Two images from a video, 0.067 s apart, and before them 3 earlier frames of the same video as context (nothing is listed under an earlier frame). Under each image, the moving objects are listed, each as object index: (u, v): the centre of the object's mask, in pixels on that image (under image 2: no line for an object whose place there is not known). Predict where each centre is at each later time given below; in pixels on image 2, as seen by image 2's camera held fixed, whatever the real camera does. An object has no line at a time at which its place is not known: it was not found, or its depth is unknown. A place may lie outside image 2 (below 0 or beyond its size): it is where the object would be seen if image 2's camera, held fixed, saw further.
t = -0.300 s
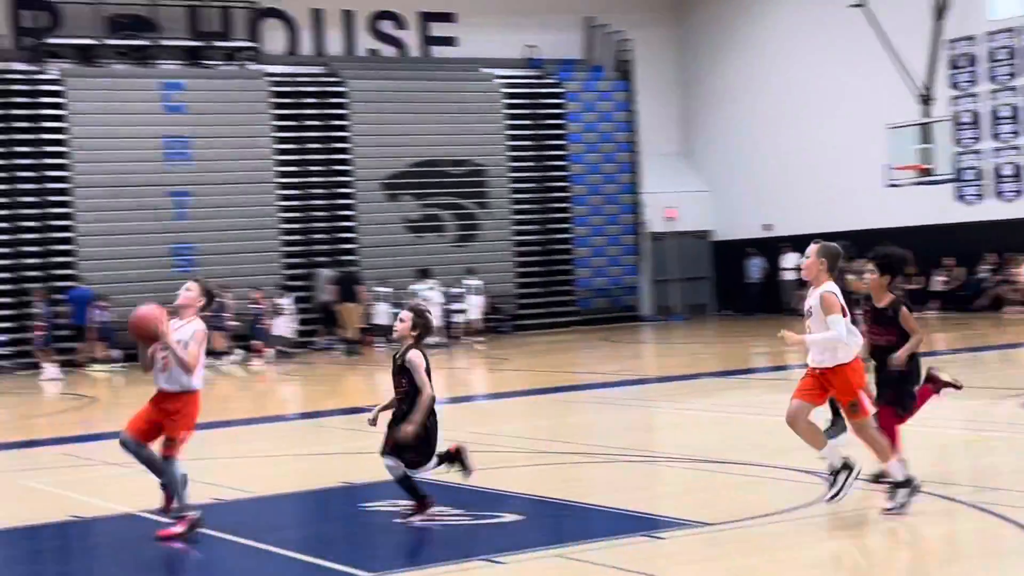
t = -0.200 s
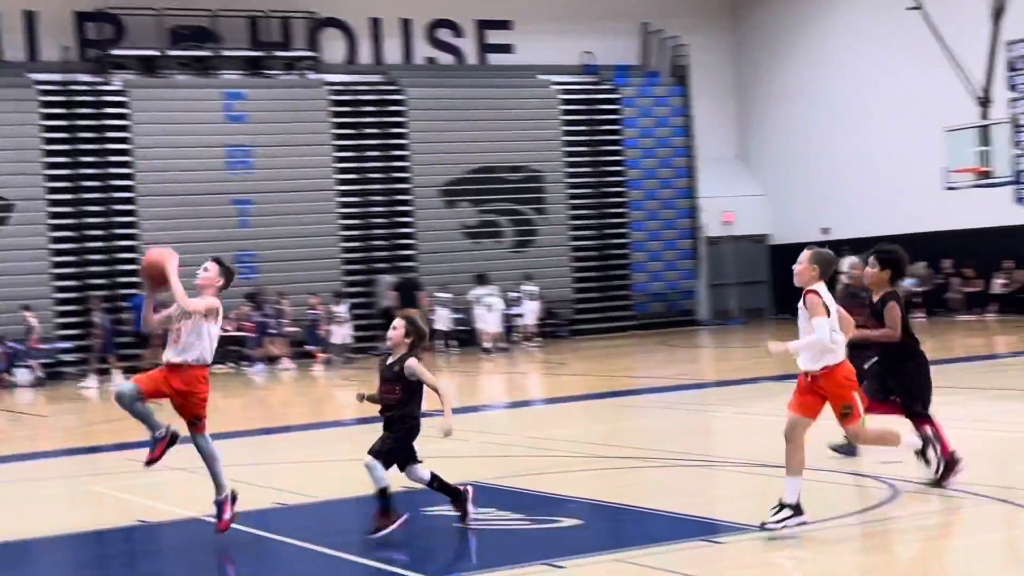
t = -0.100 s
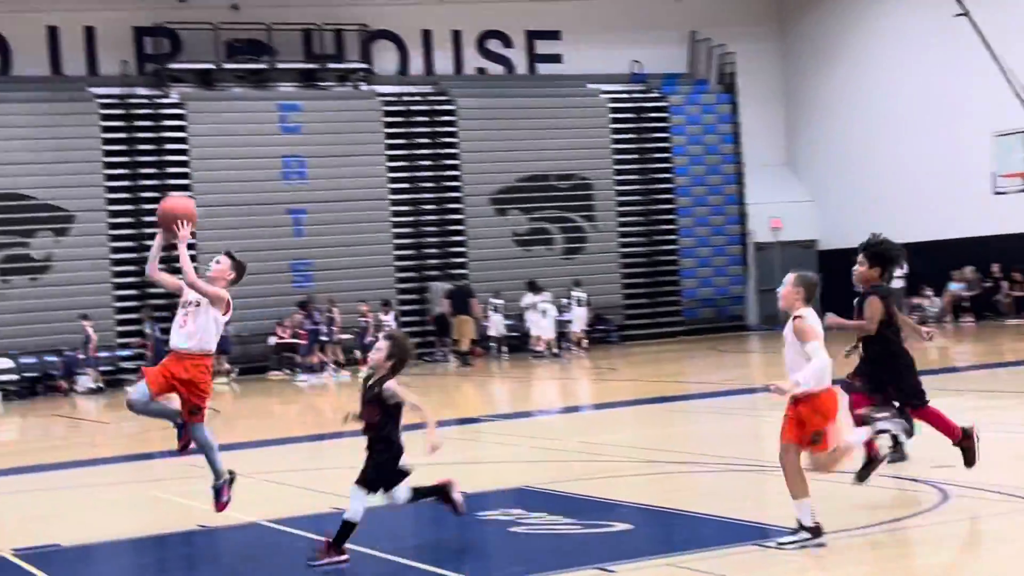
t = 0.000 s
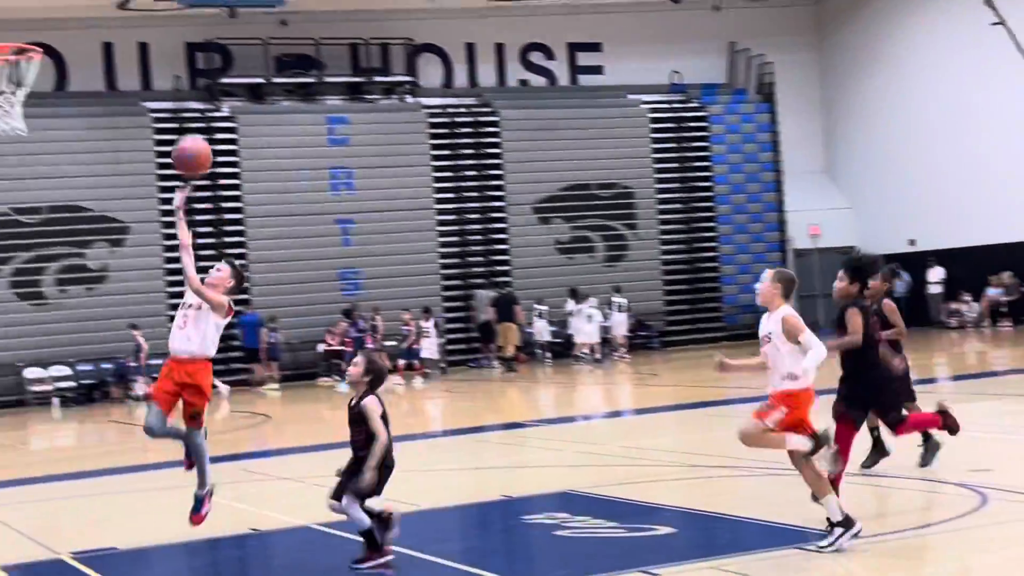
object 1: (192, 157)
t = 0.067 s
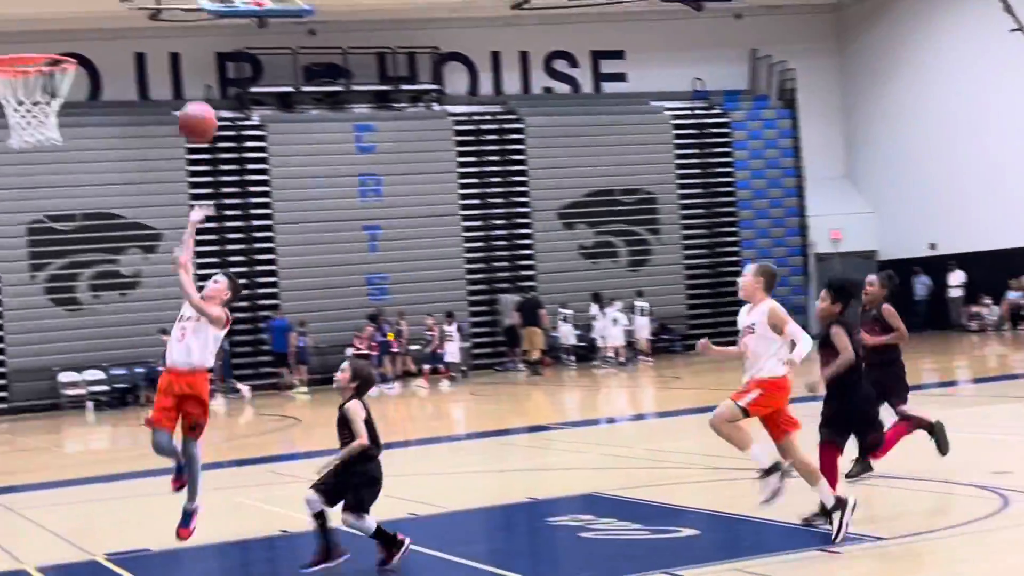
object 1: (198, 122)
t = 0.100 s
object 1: (180, 101)
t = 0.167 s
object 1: (152, 68)
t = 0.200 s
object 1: (139, 56)
